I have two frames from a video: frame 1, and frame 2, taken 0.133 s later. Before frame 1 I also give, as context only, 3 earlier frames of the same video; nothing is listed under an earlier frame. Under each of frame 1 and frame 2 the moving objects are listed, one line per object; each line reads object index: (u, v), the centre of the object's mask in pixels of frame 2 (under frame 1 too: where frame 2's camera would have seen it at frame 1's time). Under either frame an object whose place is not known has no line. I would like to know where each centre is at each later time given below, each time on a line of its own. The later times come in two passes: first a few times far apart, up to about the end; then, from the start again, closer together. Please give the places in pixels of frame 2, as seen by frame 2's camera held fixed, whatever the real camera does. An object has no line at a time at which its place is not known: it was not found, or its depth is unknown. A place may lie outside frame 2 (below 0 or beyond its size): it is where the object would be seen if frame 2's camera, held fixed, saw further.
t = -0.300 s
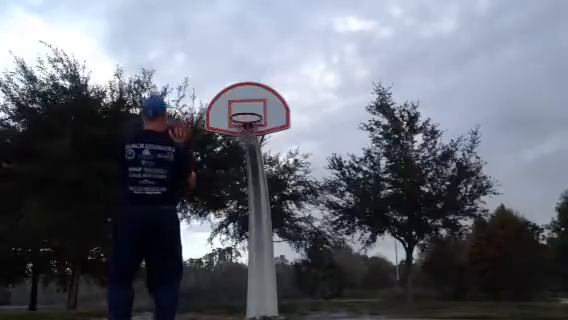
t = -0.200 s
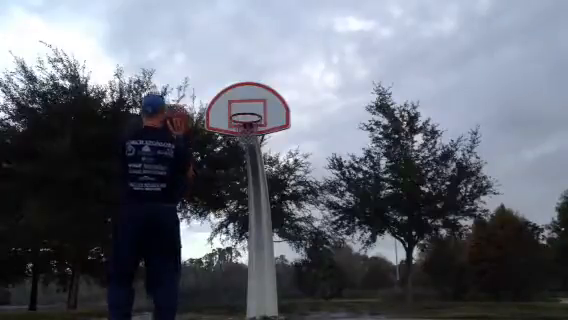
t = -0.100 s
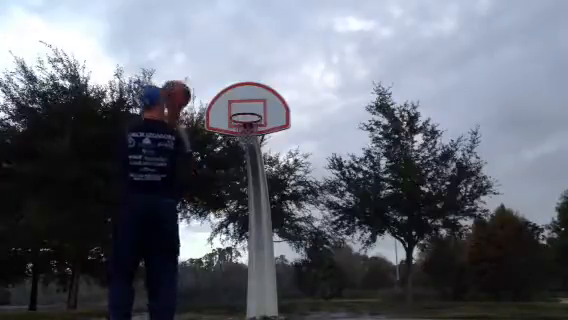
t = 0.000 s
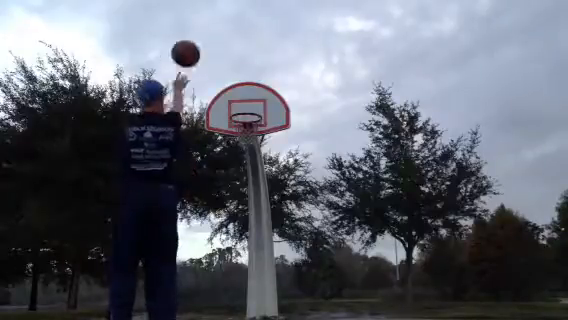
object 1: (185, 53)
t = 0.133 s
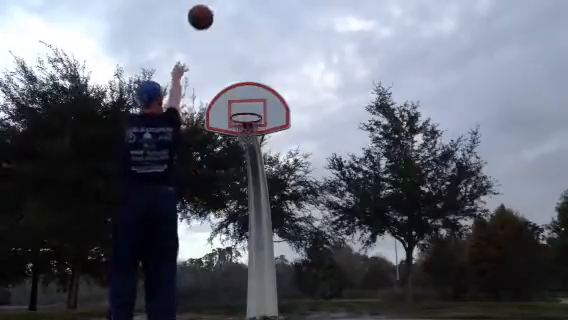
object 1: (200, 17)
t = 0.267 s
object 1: (212, 6)
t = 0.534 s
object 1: (230, 18)
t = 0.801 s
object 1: (244, 73)
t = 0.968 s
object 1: (248, 124)
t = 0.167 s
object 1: (204, 11)
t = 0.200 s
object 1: (207, 9)
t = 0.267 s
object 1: (212, 6)
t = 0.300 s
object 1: (215, 6)
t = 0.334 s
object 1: (217, 5)
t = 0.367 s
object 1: (219, 6)
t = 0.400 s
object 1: (222, 6)
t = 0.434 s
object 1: (224, 8)
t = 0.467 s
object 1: (226, 9)
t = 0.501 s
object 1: (228, 13)
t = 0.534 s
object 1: (230, 18)
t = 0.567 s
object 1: (232, 22)
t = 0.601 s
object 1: (234, 28)
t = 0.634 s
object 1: (235, 34)
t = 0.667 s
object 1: (237, 41)
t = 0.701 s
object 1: (239, 49)
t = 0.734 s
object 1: (240, 57)
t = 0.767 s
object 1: (242, 65)
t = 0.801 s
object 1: (244, 73)
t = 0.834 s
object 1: (246, 83)
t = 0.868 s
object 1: (246, 94)
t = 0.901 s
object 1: (248, 103)
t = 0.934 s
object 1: (249, 114)
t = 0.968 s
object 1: (248, 124)
